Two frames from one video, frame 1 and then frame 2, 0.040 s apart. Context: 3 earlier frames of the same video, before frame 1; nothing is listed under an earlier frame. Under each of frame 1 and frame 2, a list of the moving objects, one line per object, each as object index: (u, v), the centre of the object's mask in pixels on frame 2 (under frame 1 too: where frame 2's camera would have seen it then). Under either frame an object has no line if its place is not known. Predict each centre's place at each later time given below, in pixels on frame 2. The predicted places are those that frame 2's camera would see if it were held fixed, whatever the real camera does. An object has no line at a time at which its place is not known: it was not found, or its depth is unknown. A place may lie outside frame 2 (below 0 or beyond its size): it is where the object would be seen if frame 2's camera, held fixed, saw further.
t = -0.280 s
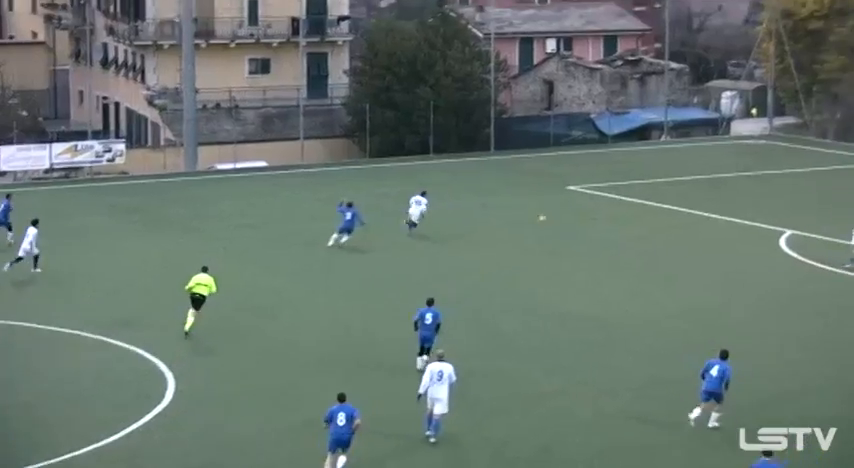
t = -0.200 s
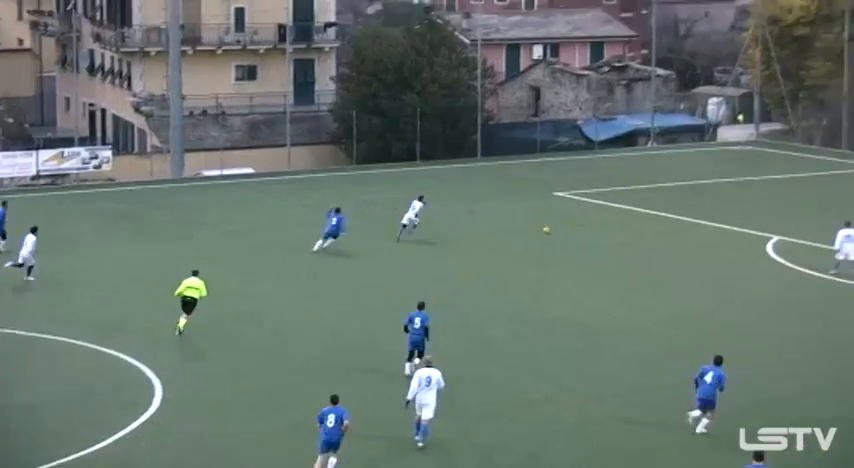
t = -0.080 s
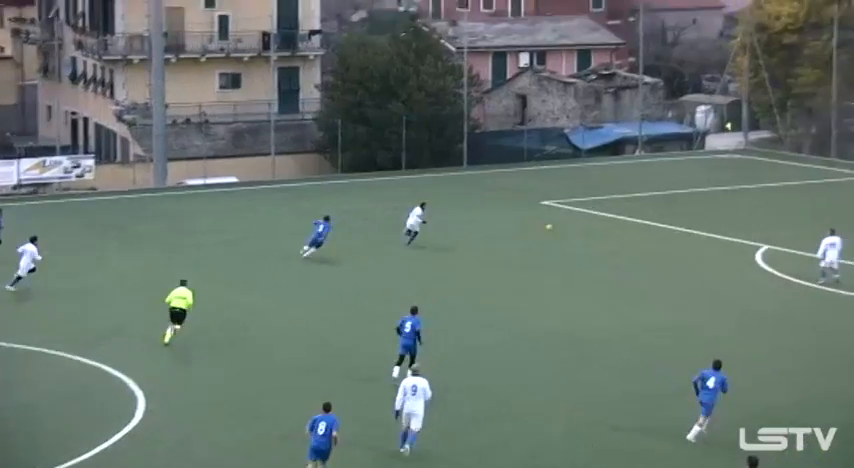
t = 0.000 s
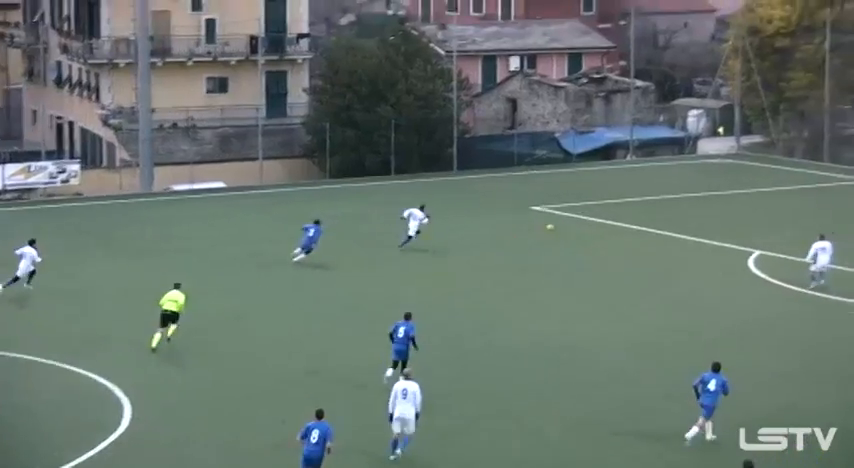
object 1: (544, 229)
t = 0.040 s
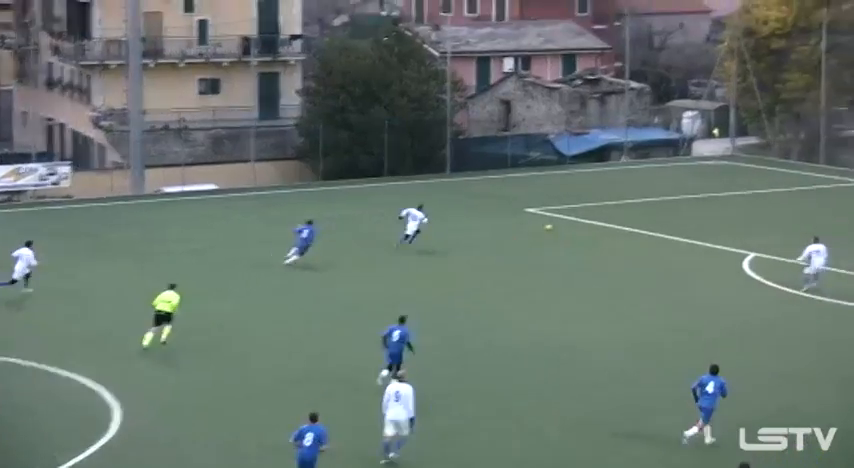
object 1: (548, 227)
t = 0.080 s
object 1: (553, 226)
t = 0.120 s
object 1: (557, 225)
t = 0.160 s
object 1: (561, 225)
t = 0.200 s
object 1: (565, 224)
